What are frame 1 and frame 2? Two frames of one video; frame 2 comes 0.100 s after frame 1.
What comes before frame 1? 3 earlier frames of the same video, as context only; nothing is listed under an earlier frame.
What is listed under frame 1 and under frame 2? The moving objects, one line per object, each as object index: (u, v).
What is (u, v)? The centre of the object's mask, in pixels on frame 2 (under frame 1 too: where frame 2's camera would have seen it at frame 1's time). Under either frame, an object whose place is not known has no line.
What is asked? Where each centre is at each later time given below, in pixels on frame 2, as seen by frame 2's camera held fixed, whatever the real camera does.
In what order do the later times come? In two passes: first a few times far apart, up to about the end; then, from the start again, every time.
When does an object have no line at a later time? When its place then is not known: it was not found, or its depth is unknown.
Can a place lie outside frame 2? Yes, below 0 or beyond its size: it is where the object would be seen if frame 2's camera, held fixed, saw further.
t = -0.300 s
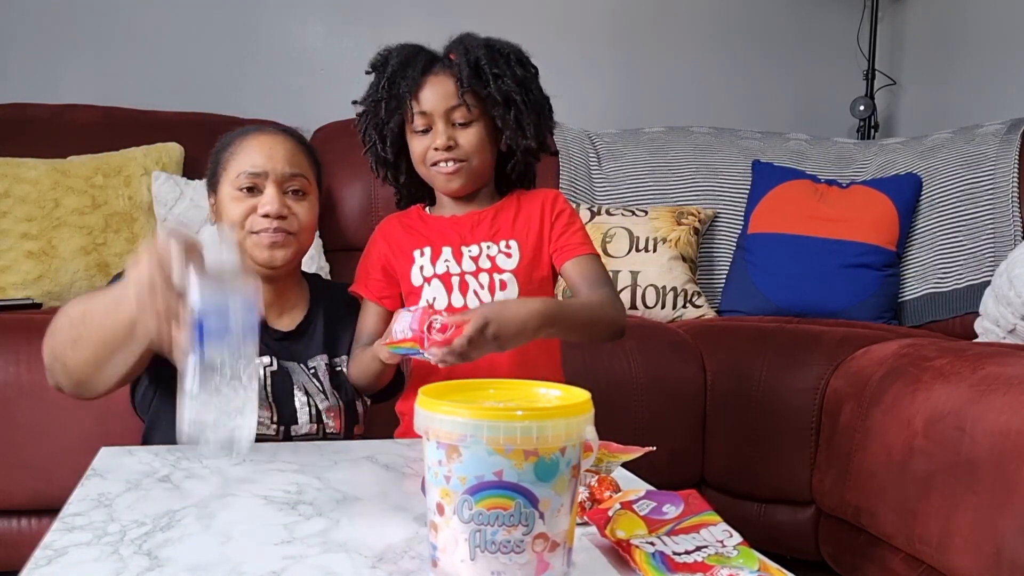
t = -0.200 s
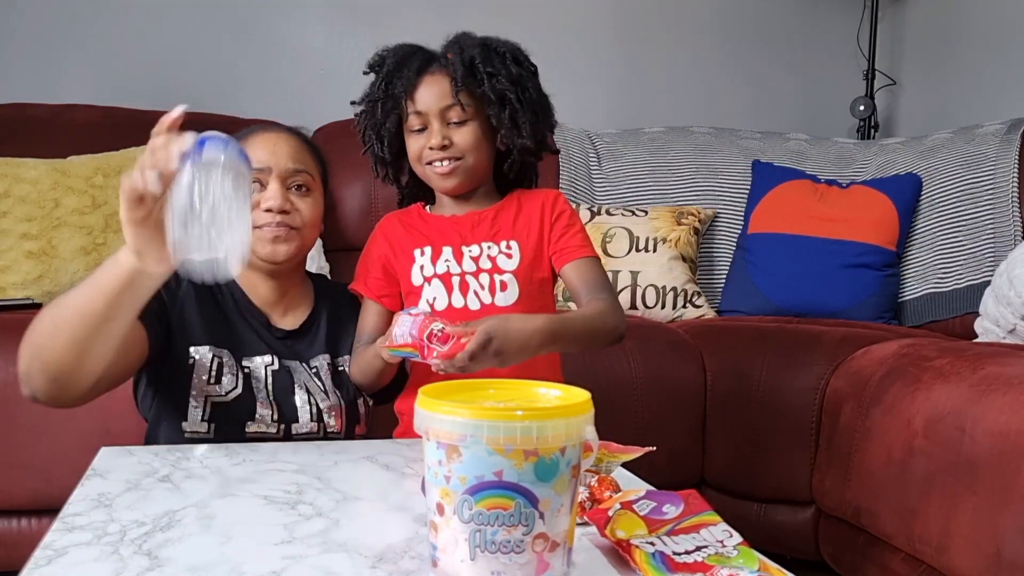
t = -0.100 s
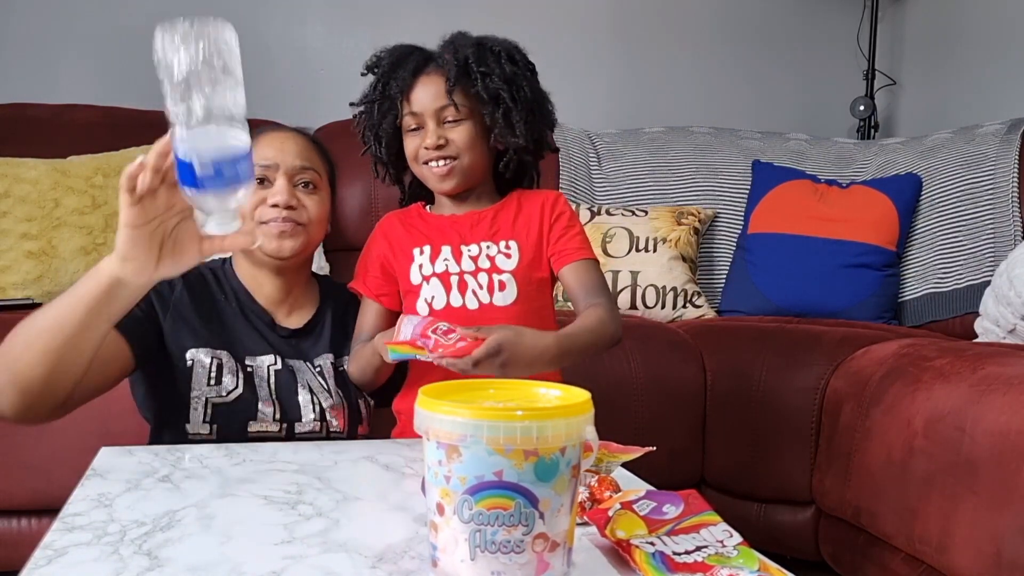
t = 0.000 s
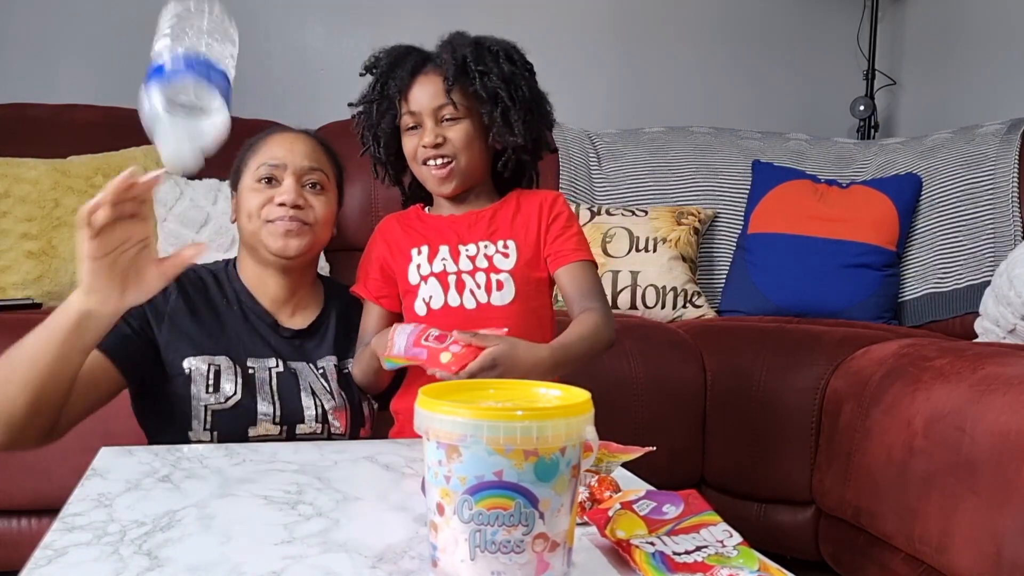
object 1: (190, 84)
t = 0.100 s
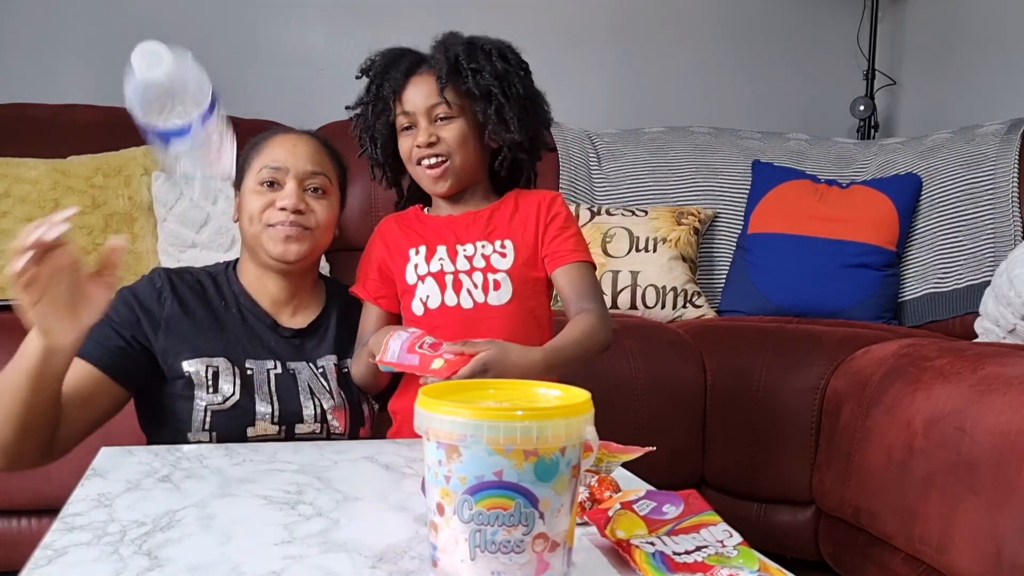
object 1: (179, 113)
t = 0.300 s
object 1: (194, 396)
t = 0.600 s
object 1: (234, 409)
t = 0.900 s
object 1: (241, 433)
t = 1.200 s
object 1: (229, 431)
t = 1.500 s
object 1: (228, 431)
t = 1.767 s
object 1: (235, 432)
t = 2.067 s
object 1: (230, 432)
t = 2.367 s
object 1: (228, 431)
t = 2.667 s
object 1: (231, 431)
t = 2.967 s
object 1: (228, 431)
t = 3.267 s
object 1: (231, 431)
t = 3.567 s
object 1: (229, 431)
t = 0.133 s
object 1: (181, 166)
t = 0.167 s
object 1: (182, 225)
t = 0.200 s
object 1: (184, 301)
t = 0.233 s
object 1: (186, 381)
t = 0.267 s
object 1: (191, 397)
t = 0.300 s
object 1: (194, 396)
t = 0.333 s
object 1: (194, 394)
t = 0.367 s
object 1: (196, 393)
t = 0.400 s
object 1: (199, 392)
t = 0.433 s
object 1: (204, 390)
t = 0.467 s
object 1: (210, 392)
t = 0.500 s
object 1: (216, 393)
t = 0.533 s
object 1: (222, 396)
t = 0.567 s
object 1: (228, 401)
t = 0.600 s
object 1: (234, 409)
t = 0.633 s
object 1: (240, 422)
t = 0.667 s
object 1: (241, 430)
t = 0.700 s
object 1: (241, 429)
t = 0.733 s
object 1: (244, 433)
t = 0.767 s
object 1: (243, 433)
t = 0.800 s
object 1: (242, 433)
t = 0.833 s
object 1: (241, 433)
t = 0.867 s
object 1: (241, 433)
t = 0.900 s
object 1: (241, 433)
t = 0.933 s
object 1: (240, 432)
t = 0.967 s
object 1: (239, 432)
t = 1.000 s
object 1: (237, 432)
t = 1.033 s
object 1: (236, 432)
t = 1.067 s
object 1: (235, 432)
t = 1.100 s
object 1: (234, 432)
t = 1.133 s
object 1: (232, 431)
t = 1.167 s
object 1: (230, 431)
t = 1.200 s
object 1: (229, 431)
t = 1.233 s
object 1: (227, 431)
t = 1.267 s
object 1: (226, 431)
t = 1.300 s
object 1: (226, 431)
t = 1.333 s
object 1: (225, 431)
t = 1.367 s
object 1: (224, 431)
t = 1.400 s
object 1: (225, 431)
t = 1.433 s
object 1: (226, 431)
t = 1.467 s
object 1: (227, 431)
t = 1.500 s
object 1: (228, 431)
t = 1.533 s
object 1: (230, 431)
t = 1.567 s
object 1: (231, 432)
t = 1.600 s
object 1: (231, 431)
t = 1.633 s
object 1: (232, 432)
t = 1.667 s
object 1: (233, 432)
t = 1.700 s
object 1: (235, 432)
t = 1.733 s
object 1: (235, 432)
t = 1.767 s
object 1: (235, 432)
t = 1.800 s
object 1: (234, 432)
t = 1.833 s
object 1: (234, 432)
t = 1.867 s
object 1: (234, 432)
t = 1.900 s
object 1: (234, 432)
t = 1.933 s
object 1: (234, 432)
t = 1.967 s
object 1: (234, 432)
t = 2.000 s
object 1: (232, 432)
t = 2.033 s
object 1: (231, 432)
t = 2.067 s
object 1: (230, 432)
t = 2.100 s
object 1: (229, 432)
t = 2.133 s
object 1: (229, 431)
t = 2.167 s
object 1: (228, 431)
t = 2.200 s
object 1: (226, 431)
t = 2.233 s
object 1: (225, 430)
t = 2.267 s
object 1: (226, 431)
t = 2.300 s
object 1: (226, 431)
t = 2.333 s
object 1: (227, 431)
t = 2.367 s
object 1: (228, 431)
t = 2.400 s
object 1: (228, 431)
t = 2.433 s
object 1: (229, 431)
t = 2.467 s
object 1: (230, 431)
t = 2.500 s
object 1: (230, 431)
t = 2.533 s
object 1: (231, 431)
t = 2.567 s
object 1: (231, 431)
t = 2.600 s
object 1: (231, 431)
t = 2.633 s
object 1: (231, 431)
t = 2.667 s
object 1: (231, 431)
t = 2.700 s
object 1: (231, 431)
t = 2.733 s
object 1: (231, 431)
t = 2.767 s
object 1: (230, 431)
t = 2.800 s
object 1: (229, 431)
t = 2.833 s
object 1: (229, 431)
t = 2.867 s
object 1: (229, 431)
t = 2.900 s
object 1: (229, 431)
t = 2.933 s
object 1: (228, 431)
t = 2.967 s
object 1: (228, 431)
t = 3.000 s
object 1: (228, 431)
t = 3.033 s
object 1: (228, 431)
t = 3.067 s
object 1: (229, 431)
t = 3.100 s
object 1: (230, 431)
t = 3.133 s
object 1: (230, 431)
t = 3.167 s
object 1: (230, 431)
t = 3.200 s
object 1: (230, 431)
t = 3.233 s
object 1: (231, 431)
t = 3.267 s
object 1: (231, 431)
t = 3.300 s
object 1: (231, 431)
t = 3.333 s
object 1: (230, 431)
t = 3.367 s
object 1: (230, 431)
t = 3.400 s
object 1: (230, 431)
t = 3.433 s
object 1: (229, 431)
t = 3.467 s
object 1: (229, 431)
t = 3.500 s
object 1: (228, 431)
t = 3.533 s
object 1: (228, 431)
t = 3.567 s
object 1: (229, 431)
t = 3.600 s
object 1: (229, 431)
